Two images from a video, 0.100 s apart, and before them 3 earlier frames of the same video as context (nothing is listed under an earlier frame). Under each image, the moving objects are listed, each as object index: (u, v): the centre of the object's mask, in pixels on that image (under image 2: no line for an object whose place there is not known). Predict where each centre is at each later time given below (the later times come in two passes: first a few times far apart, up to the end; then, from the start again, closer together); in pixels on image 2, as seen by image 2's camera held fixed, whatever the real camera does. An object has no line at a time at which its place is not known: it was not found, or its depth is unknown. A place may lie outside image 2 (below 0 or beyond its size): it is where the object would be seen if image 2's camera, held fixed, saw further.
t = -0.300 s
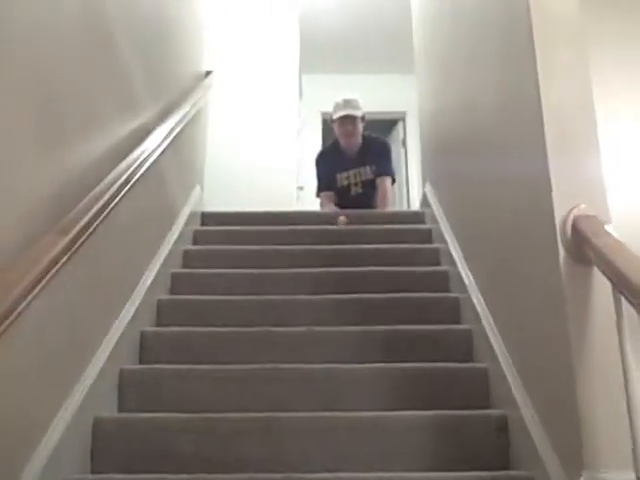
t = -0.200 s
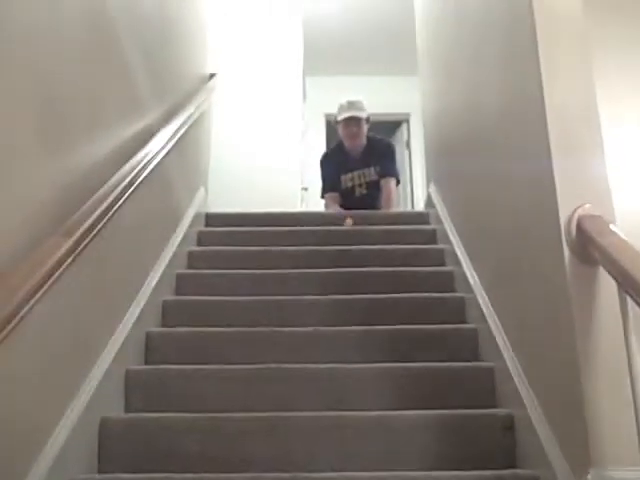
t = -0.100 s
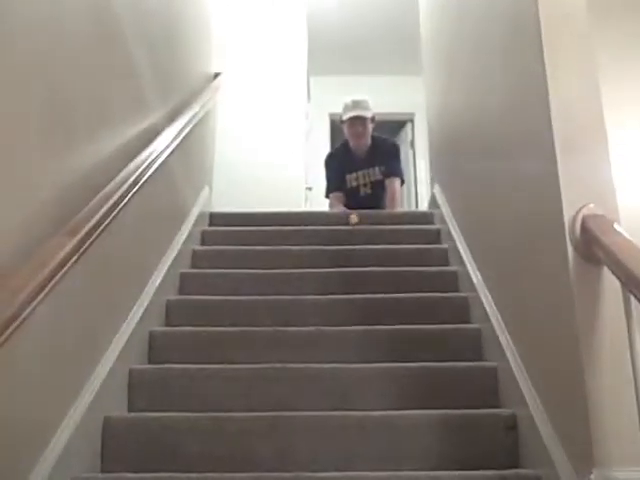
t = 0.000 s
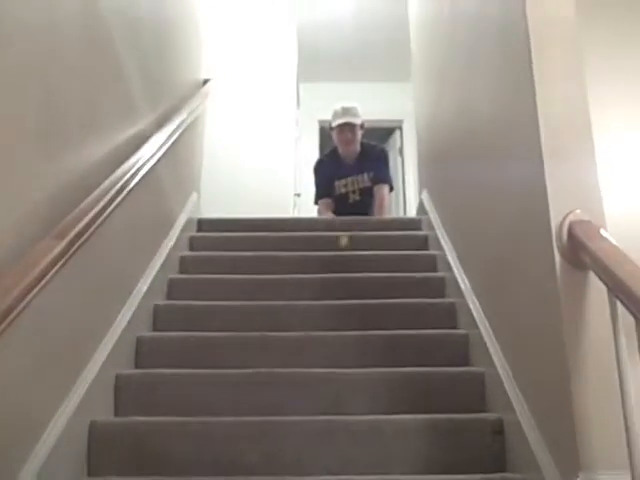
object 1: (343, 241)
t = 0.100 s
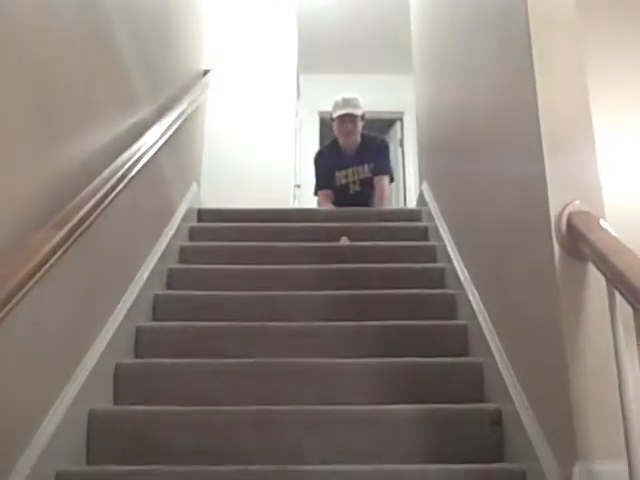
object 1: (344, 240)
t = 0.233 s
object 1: (346, 239)
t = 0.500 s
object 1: (351, 259)
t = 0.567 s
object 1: (351, 260)
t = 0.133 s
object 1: (345, 240)
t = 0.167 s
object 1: (345, 240)
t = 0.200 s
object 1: (345, 240)
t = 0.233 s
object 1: (346, 239)
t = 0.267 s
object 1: (346, 239)
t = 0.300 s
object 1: (347, 238)
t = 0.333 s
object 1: (347, 237)
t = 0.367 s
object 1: (348, 237)
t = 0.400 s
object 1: (349, 239)
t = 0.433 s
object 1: (349, 242)
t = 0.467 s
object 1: (351, 250)
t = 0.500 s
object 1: (351, 259)
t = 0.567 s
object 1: (351, 260)
